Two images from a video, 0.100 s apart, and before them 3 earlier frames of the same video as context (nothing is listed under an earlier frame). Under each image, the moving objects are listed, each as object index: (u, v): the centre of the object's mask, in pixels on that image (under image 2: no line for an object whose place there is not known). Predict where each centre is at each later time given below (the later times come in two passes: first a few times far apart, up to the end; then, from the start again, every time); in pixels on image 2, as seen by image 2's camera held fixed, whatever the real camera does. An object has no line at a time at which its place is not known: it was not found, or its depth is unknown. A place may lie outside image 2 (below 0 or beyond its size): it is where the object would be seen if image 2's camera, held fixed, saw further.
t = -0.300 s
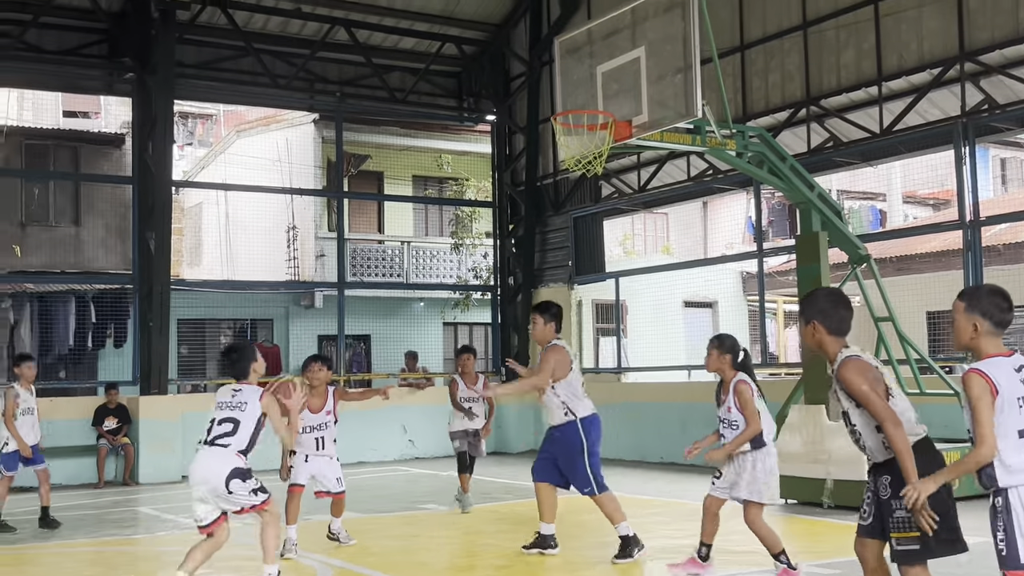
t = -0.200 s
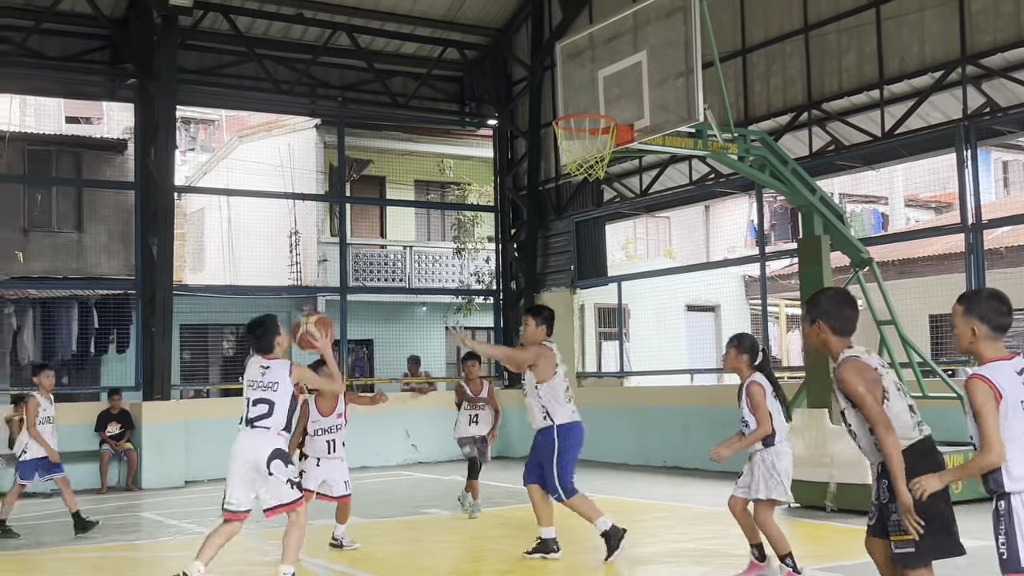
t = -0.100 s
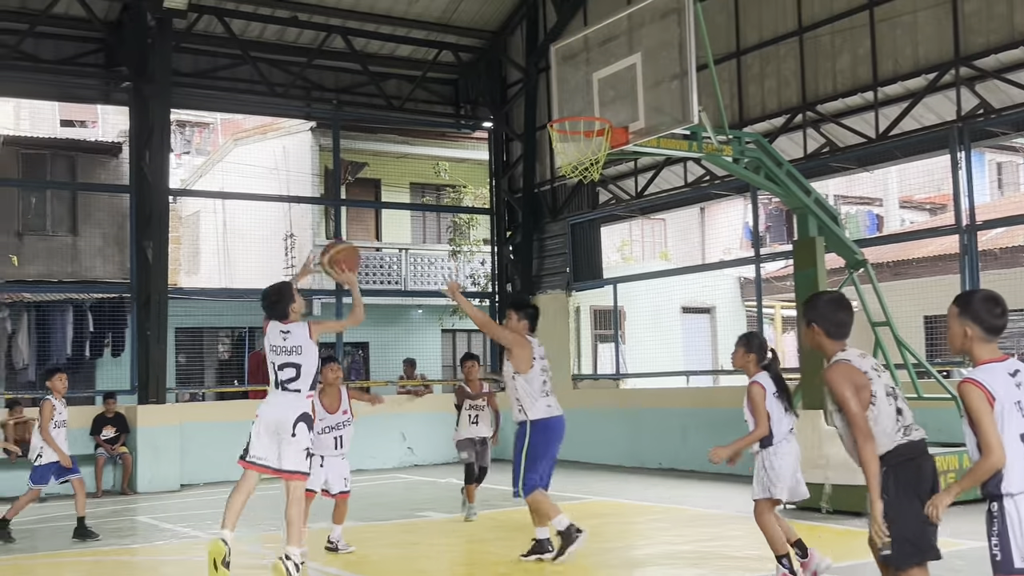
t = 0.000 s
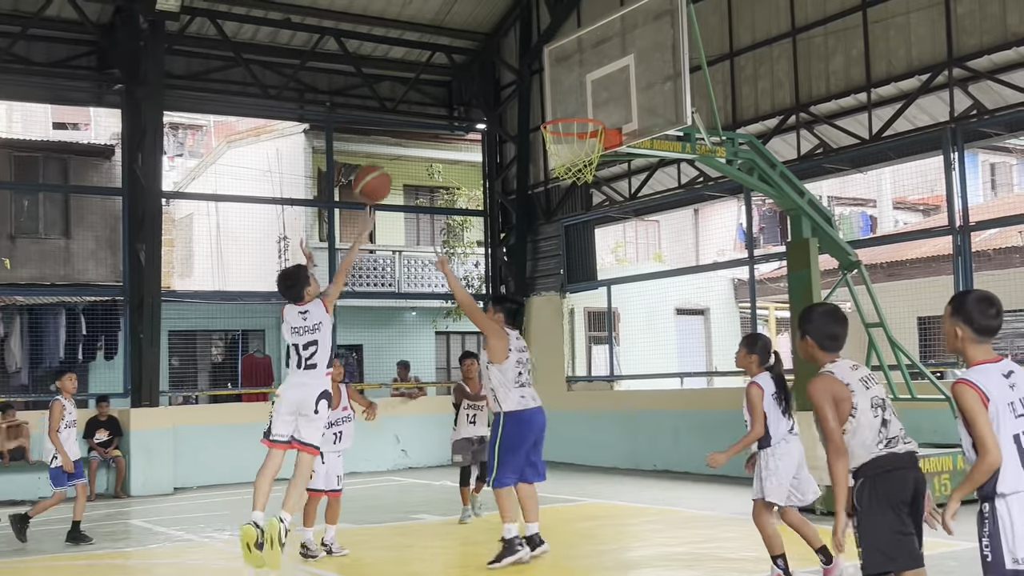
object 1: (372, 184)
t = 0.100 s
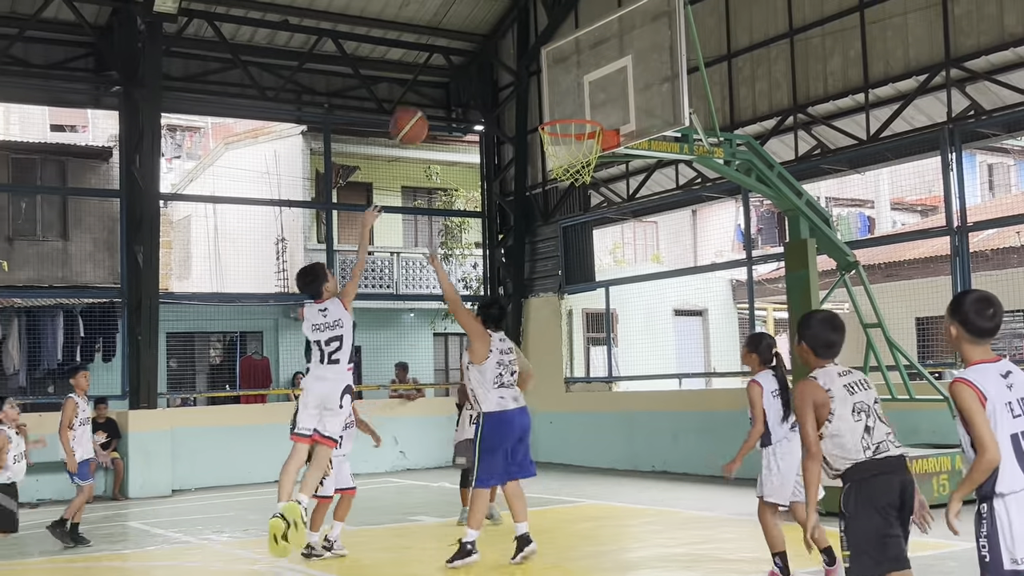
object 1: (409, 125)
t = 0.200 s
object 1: (444, 88)
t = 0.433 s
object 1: (519, 59)
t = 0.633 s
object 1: (574, 91)
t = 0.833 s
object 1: (551, 107)
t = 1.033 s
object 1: (508, 106)
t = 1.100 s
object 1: (494, 117)
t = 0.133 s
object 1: (421, 112)
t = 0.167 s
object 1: (433, 98)
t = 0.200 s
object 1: (444, 88)
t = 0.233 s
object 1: (455, 79)
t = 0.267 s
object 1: (467, 72)
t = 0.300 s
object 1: (477, 66)
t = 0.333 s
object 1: (487, 61)
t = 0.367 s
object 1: (497, 59)
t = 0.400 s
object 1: (508, 59)
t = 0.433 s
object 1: (519, 59)
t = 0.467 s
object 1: (528, 61)
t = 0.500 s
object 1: (536, 64)
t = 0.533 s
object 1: (546, 69)
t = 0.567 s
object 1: (554, 76)
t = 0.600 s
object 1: (565, 82)
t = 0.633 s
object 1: (574, 91)
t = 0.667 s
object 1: (583, 102)
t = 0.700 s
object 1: (582, 107)
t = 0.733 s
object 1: (573, 111)
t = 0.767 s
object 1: (565, 111)
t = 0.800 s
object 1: (557, 109)
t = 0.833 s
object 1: (551, 107)
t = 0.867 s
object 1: (544, 104)
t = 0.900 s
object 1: (536, 101)
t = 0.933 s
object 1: (529, 100)
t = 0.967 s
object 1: (522, 101)
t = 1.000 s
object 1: (515, 103)
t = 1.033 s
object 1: (508, 106)
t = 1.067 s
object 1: (501, 110)
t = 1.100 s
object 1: (494, 117)
